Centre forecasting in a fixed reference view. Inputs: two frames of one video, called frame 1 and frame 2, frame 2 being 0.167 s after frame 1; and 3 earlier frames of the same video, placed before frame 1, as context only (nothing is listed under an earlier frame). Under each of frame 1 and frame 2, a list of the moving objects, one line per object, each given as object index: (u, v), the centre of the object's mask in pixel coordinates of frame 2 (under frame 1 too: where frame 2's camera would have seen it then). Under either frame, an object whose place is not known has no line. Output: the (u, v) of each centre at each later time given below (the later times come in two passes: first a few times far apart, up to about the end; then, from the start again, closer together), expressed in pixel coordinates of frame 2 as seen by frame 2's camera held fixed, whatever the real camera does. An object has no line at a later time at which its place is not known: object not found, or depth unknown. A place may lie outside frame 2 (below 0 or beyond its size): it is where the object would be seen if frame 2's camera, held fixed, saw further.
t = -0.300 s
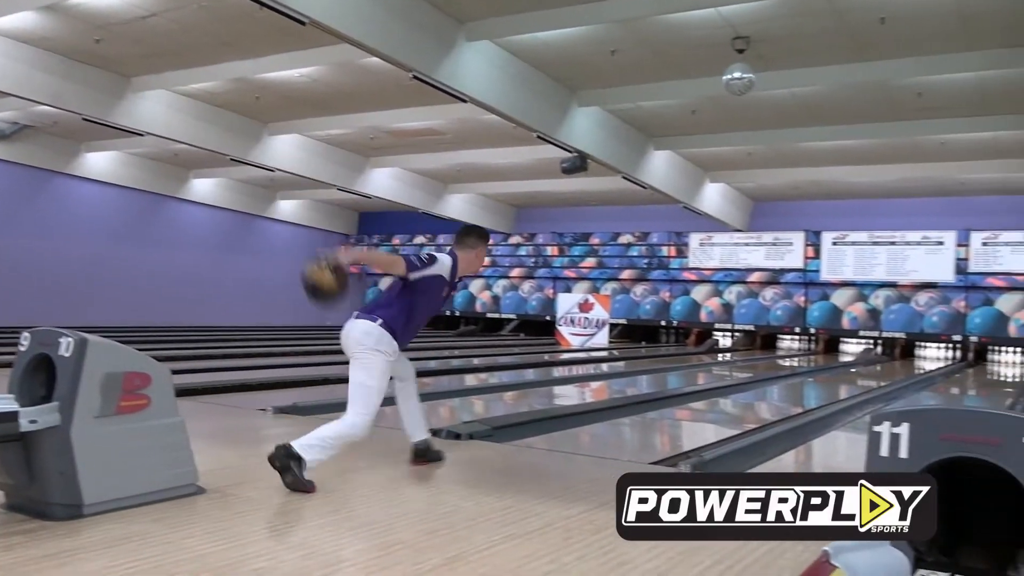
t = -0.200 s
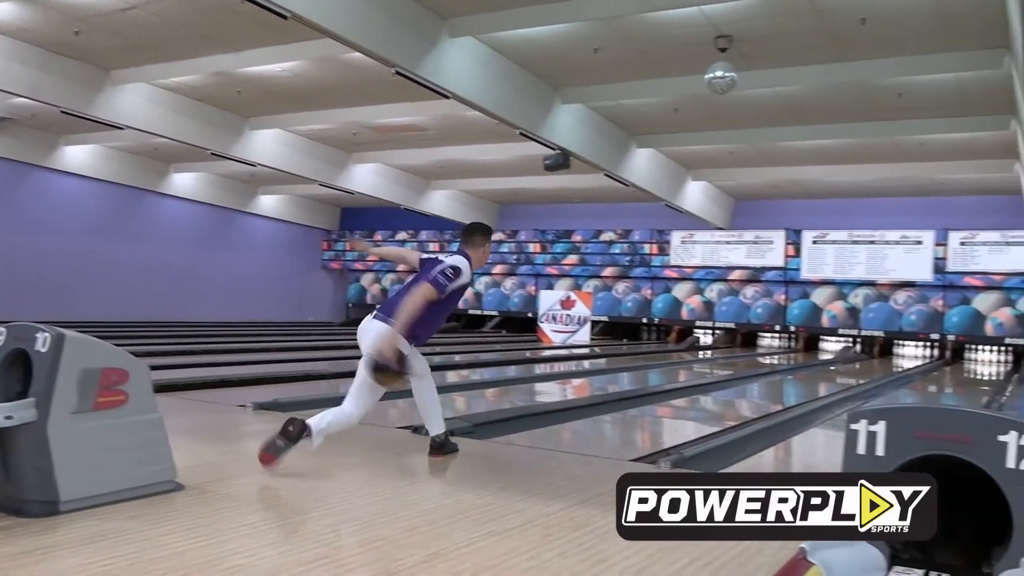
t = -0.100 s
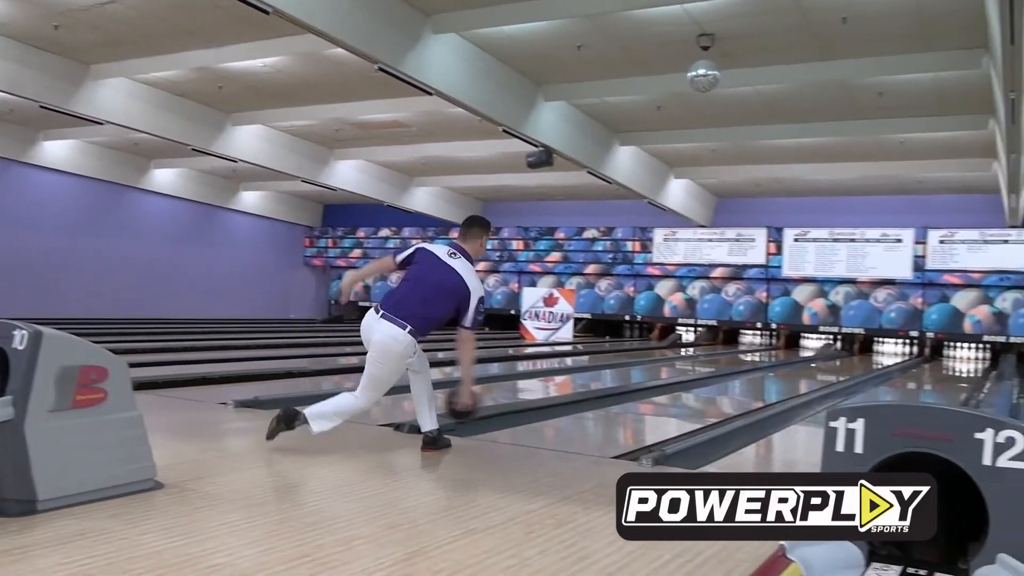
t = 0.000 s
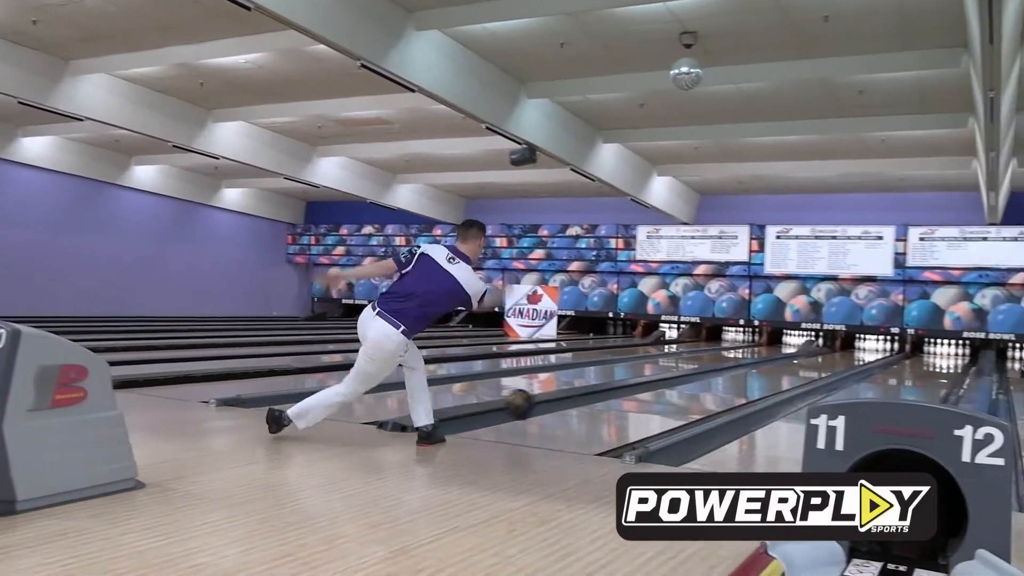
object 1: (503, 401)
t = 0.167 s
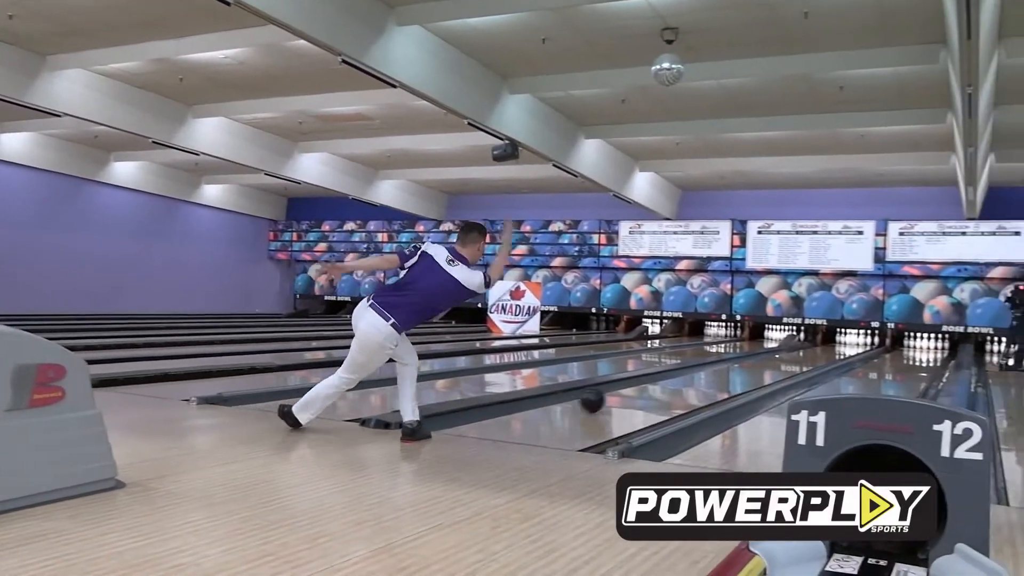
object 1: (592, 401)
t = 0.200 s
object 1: (606, 397)
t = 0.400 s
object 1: (676, 384)
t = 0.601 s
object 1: (726, 374)
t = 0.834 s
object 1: (768, 365)
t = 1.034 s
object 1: (795, 359)
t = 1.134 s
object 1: (807, 357)
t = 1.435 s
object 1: (836, 351)
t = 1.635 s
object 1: (850, 347)
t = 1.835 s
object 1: (860, 345)
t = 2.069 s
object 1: (865, 342)
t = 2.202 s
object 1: (868, 341)
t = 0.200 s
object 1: (606, 397)
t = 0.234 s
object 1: (620, 396)
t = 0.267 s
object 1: (633, 392)
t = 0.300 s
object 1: (644, 390)
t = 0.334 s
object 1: (656, 388)
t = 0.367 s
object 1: (666, 385)
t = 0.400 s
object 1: (676, 384)
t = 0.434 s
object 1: (685, 382)
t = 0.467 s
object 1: (695, 380)
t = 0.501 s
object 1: (703, 378)
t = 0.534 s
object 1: (711, 377)
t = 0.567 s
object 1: (718, 375)
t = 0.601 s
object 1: (726, 374)
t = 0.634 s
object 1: (733, 373)
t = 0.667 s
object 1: (739, 372)
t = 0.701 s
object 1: (745, 370)
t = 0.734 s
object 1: (752, 369)
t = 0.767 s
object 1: (758, 368)
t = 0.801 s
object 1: (763, 366)
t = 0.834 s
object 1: (768, 365)
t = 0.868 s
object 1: (774, 364)
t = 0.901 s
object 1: (778, 363)
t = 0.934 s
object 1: (783, 362)
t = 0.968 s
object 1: (787, 361)
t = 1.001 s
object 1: (792, 360)
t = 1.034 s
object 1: (795, 359)
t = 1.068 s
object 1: (799, 358)
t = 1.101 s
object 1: (803, 357)
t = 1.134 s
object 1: (807, 357)
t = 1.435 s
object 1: (836, 351)
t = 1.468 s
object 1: (839, 350)
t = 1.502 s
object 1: (841, 350)
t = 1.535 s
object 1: (843, 349)
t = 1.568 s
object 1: (845, 348)
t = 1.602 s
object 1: (848, 348)
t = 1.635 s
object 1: (850, 347)
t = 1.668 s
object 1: (851, 347)
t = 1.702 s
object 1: (853, 347)
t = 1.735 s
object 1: (854, 346)
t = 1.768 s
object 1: (857, 346)
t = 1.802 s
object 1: (858, 345)
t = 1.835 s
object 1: (860, 345)
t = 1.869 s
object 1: (861, 345)
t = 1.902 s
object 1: (862, 344)
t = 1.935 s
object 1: (863, 343)
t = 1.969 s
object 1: (864, 344)
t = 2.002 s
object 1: (864, 343)
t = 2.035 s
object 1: (865, 343)
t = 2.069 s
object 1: (865, 342)
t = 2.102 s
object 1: (866, 342)
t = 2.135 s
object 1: (867, 342)
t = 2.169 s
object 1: (867, 342)
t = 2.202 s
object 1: (868, 341)
